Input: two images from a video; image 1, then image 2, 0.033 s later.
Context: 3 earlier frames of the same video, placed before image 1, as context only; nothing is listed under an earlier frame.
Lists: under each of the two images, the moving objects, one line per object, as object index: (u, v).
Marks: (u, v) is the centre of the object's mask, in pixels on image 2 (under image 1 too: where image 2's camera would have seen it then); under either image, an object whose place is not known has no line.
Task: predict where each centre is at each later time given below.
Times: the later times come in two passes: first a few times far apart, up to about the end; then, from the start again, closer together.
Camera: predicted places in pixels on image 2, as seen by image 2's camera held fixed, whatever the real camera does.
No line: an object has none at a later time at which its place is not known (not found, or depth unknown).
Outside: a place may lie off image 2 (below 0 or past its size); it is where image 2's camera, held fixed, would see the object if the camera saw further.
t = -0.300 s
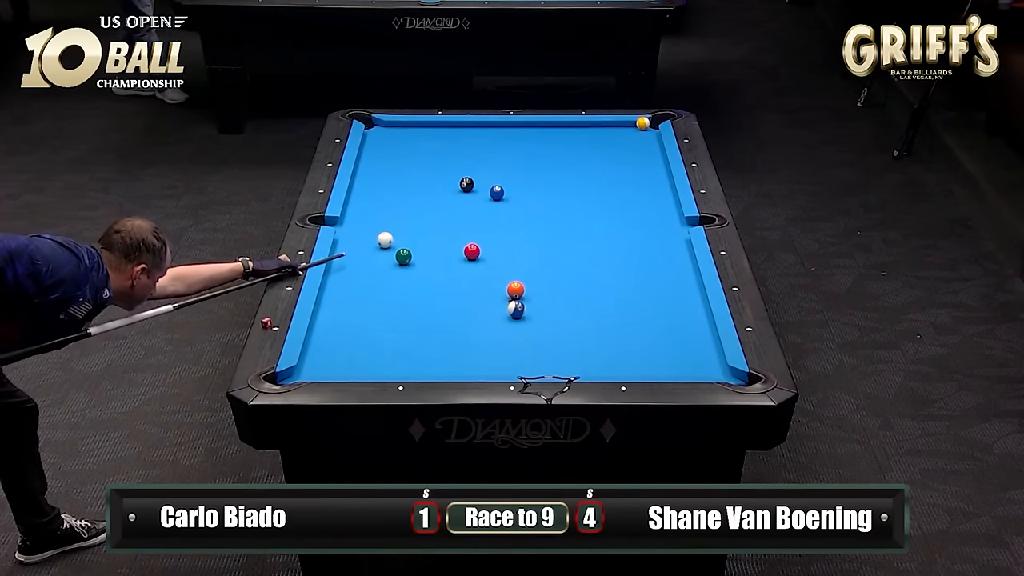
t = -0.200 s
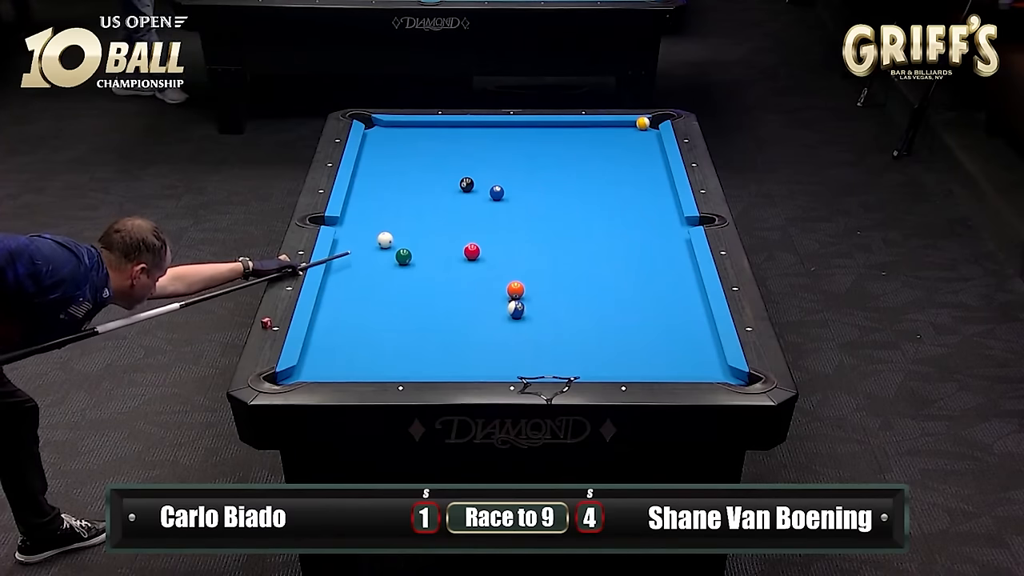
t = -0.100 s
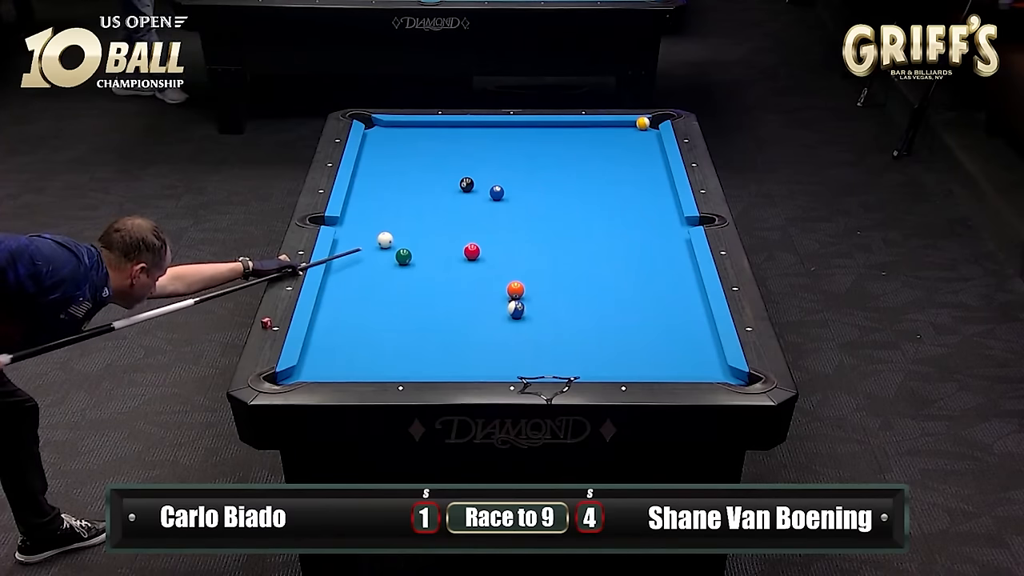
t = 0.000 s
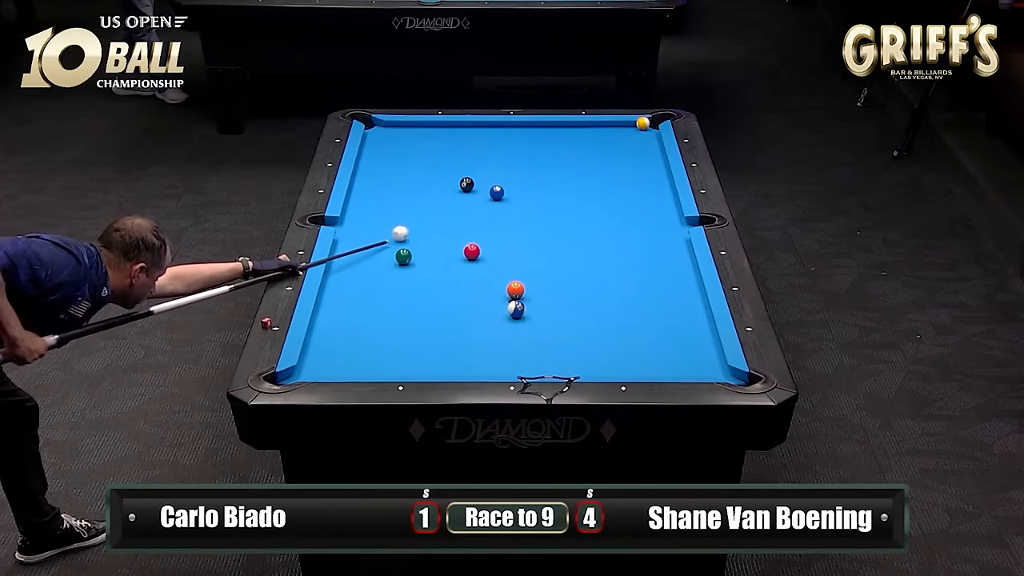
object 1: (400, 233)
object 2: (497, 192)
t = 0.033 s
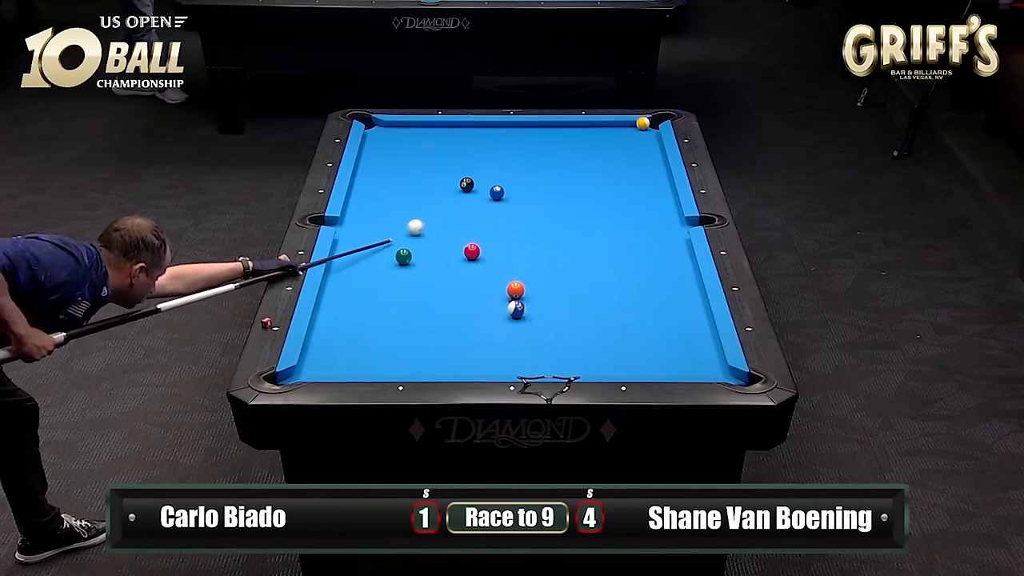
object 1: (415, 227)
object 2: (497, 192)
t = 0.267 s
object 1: (489, 197)
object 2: (508, 187)
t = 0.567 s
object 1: (499, 196)
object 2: (571, 157)
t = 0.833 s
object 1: (506, 196)
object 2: (615, 136)
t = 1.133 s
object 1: (513, 195)
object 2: (633, 125)
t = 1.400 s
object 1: (517, 195)
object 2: (635, 128)
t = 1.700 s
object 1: (520, 195)
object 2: (637, 131)
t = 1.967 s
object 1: (522, 195)
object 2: (639, 133)
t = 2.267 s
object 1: (522, 195)
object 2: (640, 136)
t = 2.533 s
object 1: (522, 195)
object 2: (640, 138)
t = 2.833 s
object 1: (522, 195)
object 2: (641, 139)
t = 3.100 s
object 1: (522, 195)
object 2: (642, 141)
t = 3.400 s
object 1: (522, 195)
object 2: (642, 141)
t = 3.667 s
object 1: (522, 195)
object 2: (642, 142)
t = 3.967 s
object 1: (522, 195)
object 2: (641, 142)
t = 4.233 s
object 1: (522, 195)
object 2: (641, 142)
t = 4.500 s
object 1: (522, 195)
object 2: (641, 142)
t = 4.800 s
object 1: (522, 195)
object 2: (641, 142)
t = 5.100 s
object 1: (522, 195)
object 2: (641, 142)
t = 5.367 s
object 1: (522, 195)
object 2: (642, 142)
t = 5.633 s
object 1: (522, 195)
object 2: (642, 142)
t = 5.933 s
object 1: (522, 195)
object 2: (641, 142)
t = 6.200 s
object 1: (522, 195)
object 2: (641, 142)
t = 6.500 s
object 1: (522, 195)
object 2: (642, 142)
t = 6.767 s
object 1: (522, 195)
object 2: (641, 142)
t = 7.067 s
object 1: (522, 195)
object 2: (642, 142)
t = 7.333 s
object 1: (522, 195)
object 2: (641, 142)
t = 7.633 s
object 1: (522, 195)
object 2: (641, 142)
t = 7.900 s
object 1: (522, 195)
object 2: (641, 142)
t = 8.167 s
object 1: (522, 195)
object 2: (641, 142)
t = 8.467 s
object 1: (522, 195)
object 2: (642, 142)
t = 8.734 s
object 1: (522, 195)
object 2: (641, 142)
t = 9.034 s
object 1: (522, 195)
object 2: (641, 142)
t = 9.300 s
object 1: (522, 195)
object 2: (641, 142)
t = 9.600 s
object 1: (522, 195)
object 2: (642, 142)
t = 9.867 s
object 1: (522, 195)
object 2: (641, 142)
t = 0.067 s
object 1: (436, 218)
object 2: (497, 192)
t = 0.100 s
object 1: (449, 213)
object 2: (497, 192)
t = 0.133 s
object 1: (455, 210)
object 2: (497, 192)
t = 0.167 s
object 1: (467, 205)
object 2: (497, 192)
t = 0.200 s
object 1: (479, 200)
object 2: (497, 192)
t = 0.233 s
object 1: (488, 196)
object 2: (499, 191)
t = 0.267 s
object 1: (489, 197)
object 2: (508, 187)
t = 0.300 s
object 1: (491, 197)
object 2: (516, 183)
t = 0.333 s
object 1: (492, 197)
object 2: (525, 179)
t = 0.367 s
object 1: (493, 197)
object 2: (532, 175)
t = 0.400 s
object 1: (494, 196)
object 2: (540, 172)
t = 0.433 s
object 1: (495, 196)
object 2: (547, 169)
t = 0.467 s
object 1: (497, 196)
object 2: (556, 164)
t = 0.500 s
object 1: (498, 196)
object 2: (562, 161)
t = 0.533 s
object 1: (498, 196)
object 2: (565, 160)
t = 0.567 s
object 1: (499, 196)
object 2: (571, 157)
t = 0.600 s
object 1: (500, 196)
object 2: (577, 154)
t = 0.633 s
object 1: (501, 196)
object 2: (582, 152)
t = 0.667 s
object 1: (502, 196)
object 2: (588, 149)
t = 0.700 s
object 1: (503, 196)
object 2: (593, 146)
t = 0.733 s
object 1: (504, 196)
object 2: (599, 143)
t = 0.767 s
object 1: (504, 196)
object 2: (604, 141)
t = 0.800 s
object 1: (505, 196)
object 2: (609, 138)
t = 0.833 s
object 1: (506, 196)
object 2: (615, 136)
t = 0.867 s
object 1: (507, 196)
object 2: (622, 132)
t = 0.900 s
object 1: (508, 196)
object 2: (627, 130)
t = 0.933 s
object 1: (508, 196)
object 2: (630, 129)
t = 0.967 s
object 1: (509, 196)
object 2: (634, 126)
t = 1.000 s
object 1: (510, 196)
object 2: (634, 126)
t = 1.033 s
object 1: (511, 195)
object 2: (632, 125)
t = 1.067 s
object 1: (511, 196)
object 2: (632, 125)
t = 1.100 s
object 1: (512, 195)
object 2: (632, 125)
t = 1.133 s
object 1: (513, 195)
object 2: (633, 125)
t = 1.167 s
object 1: (513, 195)
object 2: (633, 125)
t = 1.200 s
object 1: (514, 195)
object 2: (633, 125)
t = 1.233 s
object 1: (514, 195)
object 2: (634, 125)
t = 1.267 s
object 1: (515, 195)
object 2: (634, 126)
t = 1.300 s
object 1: (516, 195)
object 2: (634, 126)
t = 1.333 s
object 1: (516, 195)
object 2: (634, 126)
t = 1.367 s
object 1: (516, 195)
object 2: (634, 127)
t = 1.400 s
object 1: (517, 195)
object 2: (635, 128)
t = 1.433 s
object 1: (517, 195)
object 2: (635, 128)
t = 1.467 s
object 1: (518, 195)
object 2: (635, 129)
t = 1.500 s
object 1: (518, 195)
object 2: (635, 129)
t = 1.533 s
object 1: (518, 195)
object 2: (636, 129)
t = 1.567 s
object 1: (519, 195)
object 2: (636, 129)
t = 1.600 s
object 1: (519, 195)
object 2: (636, 130)
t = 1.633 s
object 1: (519, 195)
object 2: (637, 130)
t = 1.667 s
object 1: (520, 195)
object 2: (637, 131)
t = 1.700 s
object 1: (520, 195)
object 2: (637, 131)
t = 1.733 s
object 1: (520, 195)
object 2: (637, 131)
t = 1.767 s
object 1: (520, 195)
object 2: (638, 131)
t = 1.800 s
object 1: (521, 195)
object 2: (638, 131)
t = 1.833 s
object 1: (521, 195)
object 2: (638, 132)
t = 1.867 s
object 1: (521, 195)
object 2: (638, 132)
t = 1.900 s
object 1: (521, 195)
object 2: (638, 133)
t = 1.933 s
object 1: (521, 195)
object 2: (639, 133)
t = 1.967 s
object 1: (522, 195)
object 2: (639, 133)
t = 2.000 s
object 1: (522, 195)
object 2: (639, 133)
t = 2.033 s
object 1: (522, 195)
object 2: (639, 134)
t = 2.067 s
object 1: (522, 195)
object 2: (640, 134)
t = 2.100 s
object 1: (522, 195)
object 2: (639, 135)
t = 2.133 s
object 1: (522, 195)
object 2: (639, 135)
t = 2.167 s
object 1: (522, 195)
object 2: (640, 135)
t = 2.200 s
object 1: (522, 195)
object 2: (640, 135)
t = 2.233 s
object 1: (522, 195)
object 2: (640, 135)
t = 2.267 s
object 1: (522, 195)
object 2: (640, 136)
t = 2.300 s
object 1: (522, 195)
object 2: (640, 136)
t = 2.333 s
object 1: (522, 195)
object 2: (640, 136)
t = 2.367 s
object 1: (522, 195)
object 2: (640, 136)
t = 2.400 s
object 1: (522, 195)
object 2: (640, 137)
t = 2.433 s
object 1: (522, 195)
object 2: (640, 137)
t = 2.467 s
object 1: (522, 195)
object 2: (640, 137)
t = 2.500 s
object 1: (522, 195)
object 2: (640, 138)
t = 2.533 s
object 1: (522, 195)
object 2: (640, 138)
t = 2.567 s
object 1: (522, 195)
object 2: (640, 138)
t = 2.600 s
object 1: (522, 195)
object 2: (640, 138)
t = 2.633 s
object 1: (522, 195)
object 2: (640, 138)
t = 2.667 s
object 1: (522, 195)
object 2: (641, 138)
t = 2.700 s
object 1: (522, 195)
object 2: (641, 138)
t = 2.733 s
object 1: (522, 195)
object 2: (641, 139)
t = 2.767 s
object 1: (522, 195)
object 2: (641, 139)
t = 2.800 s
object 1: (522, 195)
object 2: (641, 139)
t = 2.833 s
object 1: (522, 195)
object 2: (641, 139)
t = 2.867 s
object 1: (522, 195)
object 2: (641, 140)
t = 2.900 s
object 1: (522, 195)
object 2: (641, 140)
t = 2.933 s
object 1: (522, 195)
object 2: (641, 140)
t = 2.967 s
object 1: (522, 195)
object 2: (641, 140)
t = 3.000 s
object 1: (522, 195)
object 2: (641, 140)
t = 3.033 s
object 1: (522, 195)
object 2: (641, 140)
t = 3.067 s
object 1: (522, 195)
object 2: (641, 140)
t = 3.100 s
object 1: (522, 195)
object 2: (642, 141)
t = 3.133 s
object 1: (522, 195)
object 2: (642, 141)
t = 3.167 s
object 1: (522, 195)
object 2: (642, 141)
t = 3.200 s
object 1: (522, 195)
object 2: (642, 141)
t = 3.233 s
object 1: (522, 195)
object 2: (642, 141)
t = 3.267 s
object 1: (522, 195)
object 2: (642, 141)
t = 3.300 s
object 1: (522, 195)
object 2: (642, 141)
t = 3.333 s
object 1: (522, 195)
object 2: (642, 141)
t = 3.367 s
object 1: (522, 195)
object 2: (642, 141)
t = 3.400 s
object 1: (522, 195)
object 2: (642, 141)
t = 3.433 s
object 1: (522, 195)
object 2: (642, 141)
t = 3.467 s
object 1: (522, 195)
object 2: (642, 141)
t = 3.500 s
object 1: (522, 195)
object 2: (642, 141)
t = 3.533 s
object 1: (522, 195)
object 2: (642, 141)
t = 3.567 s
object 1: (522, 195)
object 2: (642, 141)
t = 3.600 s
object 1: (522, 195)
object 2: (642, 141)
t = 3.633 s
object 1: (522, 195)
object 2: (642, 142)
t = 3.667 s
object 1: (522, 195)
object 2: (642, 142)
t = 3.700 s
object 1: (522, 195)
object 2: (642, 142)
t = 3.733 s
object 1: (522, 195)
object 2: (642, 142)
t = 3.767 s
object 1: (522, 195)
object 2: (641, 142)
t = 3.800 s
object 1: (522, 195)
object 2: (641, 142)
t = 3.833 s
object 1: (522, 195)
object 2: (642, 142)
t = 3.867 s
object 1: (522, 195)
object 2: (641, 142)
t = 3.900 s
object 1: (522, 195)
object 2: (641, 142)
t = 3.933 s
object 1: (522, 195)
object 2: (641, 142)
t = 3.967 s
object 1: (522, 195)
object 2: (641, 142)
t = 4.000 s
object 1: (522, 195)
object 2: (641, 142)
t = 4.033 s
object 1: (522, 195)
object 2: (642, 142)
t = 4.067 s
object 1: (522, 195)
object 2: (642, 142)
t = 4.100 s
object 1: (522, 195)
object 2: (642, 142)
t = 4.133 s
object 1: (522, 195)
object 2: (642, 142)
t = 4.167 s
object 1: (522, 195)
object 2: (641, 142)
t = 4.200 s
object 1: (522, 195)
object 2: (642, 142)
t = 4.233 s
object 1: (522, 195)
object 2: (641, 142)
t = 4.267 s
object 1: (522, 195)
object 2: (641, 142)
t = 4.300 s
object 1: (522, 195)
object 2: (641, 142)
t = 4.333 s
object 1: (522, 195)
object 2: (642, 142)
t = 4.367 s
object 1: (522, 195)
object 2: (642, 142)
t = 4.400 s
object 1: (522, 195)
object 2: (641, 142)
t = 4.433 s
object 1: (522, 195)
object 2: (641, 142)
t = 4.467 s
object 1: (522, 195)
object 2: (641, 142)
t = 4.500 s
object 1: (522, 195)
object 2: (641, 142)
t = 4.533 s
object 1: (522, 195)
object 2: (641, 142)
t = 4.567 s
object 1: (522, 195)
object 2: (642, 142)
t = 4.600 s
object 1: (522, 195)
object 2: (641, 142)
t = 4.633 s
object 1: (522, 195)
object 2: (642, 142)
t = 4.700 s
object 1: (522, 195)
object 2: (641, 142)
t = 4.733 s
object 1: (522, 195)
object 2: (641, 142)
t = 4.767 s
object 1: (522, 195)
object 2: (641, 142)
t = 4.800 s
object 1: (522, 195)
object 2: (641, 142)
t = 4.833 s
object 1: (522, 195)
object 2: (642, 142)
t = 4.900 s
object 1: (522, 195)
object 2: (642, 142)
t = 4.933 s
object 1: (522, 195)
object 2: (641, 142)
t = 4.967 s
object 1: (522, 195)
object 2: (641, 142)
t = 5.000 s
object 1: (522, 195)
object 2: (642, 142)
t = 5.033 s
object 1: (522, 195)
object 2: (641, 142)
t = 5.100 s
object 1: (522, 195)
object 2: (641, 142)
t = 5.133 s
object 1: (522, 195)
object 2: (641, 142)
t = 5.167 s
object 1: (522, 195)
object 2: (641, 142)
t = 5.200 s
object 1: (522, 195)
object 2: (641, 142)
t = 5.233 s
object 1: (522, 195)
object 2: (641, 142)
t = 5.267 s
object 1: (522, 195)
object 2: (641, 142)
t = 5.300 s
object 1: (522, 195)
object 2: (641, 142)
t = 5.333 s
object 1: (522, 195)
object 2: (641, 142)
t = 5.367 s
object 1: (522, 195)
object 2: (642, 142)
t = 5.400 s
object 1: (522, 195)
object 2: (641, 142)
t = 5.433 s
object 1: (522, 195)
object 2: (642, 142)
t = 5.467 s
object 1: (522, 195)
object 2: (641, 142)
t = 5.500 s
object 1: (522, 195)
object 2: (641, 142)
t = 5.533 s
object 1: (522, 195)
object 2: (641, 142)
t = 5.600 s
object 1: (522, 195)
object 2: (641, 142)
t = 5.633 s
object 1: (522, 195)
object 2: (642, 142)
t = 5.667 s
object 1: (522, 195)
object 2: (642, 142)
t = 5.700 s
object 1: (522, 195)
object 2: (642, 142)
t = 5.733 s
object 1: (522, 195)
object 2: (641, 142)
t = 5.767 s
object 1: (522, 195)
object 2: (642, 142)
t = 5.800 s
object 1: (522, 195)
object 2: (641, 142)
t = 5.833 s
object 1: (522, 195)
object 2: (641, 142)
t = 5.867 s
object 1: (522, 195)
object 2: (641, 142)
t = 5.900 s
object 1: (522, 195)
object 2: (641, 142)
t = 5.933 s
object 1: (522, 195)
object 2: (641, 142)
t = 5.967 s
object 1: (522, 195)
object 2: (642, 142)
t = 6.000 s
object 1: (522, 195)
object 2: (642, 142)
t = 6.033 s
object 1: (522, 195)
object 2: (642, 142)
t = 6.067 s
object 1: (522, 195)
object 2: (642, 142)
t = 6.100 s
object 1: (522, 195)
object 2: (641, 142)
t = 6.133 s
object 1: (522, 195)
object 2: (641, 142)
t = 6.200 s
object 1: (522, 195)
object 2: (641, 142)
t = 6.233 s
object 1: (522, 195)
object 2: (641, 142)
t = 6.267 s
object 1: (522, 195)
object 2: (641, 142)
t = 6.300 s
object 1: (522, 195)
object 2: (642, 142)
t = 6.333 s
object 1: (522, 195)
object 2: (641, 142)
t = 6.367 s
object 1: (522, 195)
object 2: (641, 142)
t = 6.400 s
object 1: (522, 195)
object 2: (641, 142)
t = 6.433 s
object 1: (522, 195)
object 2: (641, 142)
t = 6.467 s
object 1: (522, 195)
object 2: (641, 142)
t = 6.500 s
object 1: (522, 195)
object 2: (642, 142)
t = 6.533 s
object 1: (522, 195)
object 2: (642, 142)
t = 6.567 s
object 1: (522, 195)
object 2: (642, 142)
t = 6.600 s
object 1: (522, 195)
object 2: (642, 142)
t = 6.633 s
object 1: (522, 195)
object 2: (641, 142)
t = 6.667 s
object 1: (522, 195)
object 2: (642, 142)
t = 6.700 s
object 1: (522, 195)
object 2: (641, 142)
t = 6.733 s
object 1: (522, 195)
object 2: (641, 142)
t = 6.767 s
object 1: (522, 195)
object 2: (641, 142)
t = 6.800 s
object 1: (522, 195)
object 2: (642, 142)
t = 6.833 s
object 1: (522, 195)
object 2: (641, 142)
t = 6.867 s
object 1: (522, 195)
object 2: (641, 142)
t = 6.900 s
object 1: (522, 195)
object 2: (641, 142)
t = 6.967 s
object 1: (522, 195)
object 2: (641, 142)
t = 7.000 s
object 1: (522, 195)
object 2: (642, 142)
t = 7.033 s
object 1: (522, 195)
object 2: (642, 142)
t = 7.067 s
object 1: (522, 195)
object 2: (642, 142)
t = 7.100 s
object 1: (522, 195)
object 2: (642, 142)
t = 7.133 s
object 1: (522, 195)
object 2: (641, 142)
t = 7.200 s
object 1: (522, 195)
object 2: (641, 142)
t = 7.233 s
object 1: (522, 195)
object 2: (641, 142)
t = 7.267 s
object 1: (522, 195)
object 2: (641, 142)
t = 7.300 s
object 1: (522, 195)
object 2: (641, 142)
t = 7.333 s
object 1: (522, 195)
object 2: (641, 142)
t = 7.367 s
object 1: (522, 195)
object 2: (641, 142)
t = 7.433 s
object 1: (522, 195)
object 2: (641, 142)
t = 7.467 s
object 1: (522, 195)
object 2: (641, 142)
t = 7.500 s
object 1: (522, 195)
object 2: (641, 142)
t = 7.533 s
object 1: (522, 195)
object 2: (641, 142)
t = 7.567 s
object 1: (522, 195)
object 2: (641, 142)
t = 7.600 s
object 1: (522, 195)
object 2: (642, 142)
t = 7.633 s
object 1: (522, 195)
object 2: (641, 142)
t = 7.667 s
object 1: (522, 195)
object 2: (641, 142)
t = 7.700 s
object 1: (522, 195)
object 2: (641, 142)
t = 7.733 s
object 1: (522, 195)
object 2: (641, 142)
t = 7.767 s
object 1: (522, 195)
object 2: (641, 142)
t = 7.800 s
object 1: (522, 195)
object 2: (642, 142)
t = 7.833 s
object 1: (522, 195)
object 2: (641, 142)
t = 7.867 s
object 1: (522, 195)
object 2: (641, 142)
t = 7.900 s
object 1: (522, 195)
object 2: (641, 142)
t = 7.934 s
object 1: (522, 195)
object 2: (641, 142)
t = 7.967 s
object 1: (522, 195)
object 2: (641, 142)
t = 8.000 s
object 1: (522, 195)
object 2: (642, 142)
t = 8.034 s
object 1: (522, 195)
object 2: (641, 142)
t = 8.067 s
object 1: (522, 195)
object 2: (642, 142)
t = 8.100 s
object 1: (522, 195)
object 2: (641, 142)
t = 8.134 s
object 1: (522, 195)
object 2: (642, 142)
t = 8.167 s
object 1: (522, 195)
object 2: (641, 142)
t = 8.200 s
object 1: (522, 195)
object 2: (642, 142)
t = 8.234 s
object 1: (522, 195)
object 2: (641, 142)
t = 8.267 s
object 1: (522, 195)
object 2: (642, 142)
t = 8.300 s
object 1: (522, 195)
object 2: (641, 142)
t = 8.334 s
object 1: (522, 195)
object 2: (642, 142)
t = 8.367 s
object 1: (522, 195)
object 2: (641, 142)
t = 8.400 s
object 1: (522, 195)
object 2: (641, 142)
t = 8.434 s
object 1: (522, 195)
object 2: (641, 142)
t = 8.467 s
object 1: (522, 195)
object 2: (642, 142)
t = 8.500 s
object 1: (522, 195)
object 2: (642, 142)
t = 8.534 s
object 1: (522, 195)
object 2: (642, 142)
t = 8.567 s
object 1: (522, 195)
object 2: (641, 142)
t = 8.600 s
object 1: (522, 195)
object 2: (642, 142)
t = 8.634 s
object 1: (522, 195)
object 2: (641, 142)
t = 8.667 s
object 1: (522, 195)
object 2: (641, 142)
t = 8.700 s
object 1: (522, 195)
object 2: (641, 142)
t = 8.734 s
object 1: (522, 195)
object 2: (641, 142)
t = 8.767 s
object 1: (522, 195)
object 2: (641, 142)
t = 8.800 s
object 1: (522, 195)
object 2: (642, 142)
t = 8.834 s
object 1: (522, 195)
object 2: (641, 142)
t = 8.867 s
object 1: (522, 195)
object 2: (641, 142)
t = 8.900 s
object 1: (522, 195)
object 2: (641, 142)
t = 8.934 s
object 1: (522, 195)
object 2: (642, 142)
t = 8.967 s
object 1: (522, 195)
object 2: (642, 142)
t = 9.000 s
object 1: (522, 195)
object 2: (642, 142)
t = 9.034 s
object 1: (522, 195)
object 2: (641, 142)
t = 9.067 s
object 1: (522, 195)
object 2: (641, 142)
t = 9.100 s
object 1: (522, 195)
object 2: (642, 142)
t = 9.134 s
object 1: (522, 195)
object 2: (642, 142)
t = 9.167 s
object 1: (522, 195)
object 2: (642, 142)
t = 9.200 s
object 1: (522, 195)
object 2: (642, 142)
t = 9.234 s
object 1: (522, 195)
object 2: (642, 142)
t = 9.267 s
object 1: (522, 195)
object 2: (641, 142)
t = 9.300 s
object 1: (522, 195)
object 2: (641, 142)
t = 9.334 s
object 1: (522, 195)
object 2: (641, 142)
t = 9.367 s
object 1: (522, 195)
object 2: (642, 142)
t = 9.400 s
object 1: (522, 195)
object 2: (641, 142)
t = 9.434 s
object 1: (522, 195)
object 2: (641, 142)
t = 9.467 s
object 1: (522, 195)
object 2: (642, 142)
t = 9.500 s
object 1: (522, 195)
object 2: (642, 142)
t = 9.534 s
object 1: (522, 195)
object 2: (642, 142)
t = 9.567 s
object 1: (522, 195)
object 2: (641, 142)
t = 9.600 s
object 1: (522, 195)
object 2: (642, 142)
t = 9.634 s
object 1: (522, 195)
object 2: (642, 142)
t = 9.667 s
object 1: (522, 195)
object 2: (641, 142)
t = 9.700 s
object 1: (522, 195)
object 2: (641, 142)
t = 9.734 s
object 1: (522, 195)
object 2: (641, 142)
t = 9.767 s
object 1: (522, 195)
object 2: (642, 142)
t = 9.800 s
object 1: (522, 195)
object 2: (641, 142)
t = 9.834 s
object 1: (522, 195)
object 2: (642, 142)
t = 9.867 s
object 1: (522, 195)
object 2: (641, 142)
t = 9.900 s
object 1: (522, 195)
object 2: (642, 142)
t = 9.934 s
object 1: (522, 195)
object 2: (642, 142)
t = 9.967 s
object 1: (522, 195)
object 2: (642, 142)
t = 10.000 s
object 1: (522, 195)
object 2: (642, 142)
